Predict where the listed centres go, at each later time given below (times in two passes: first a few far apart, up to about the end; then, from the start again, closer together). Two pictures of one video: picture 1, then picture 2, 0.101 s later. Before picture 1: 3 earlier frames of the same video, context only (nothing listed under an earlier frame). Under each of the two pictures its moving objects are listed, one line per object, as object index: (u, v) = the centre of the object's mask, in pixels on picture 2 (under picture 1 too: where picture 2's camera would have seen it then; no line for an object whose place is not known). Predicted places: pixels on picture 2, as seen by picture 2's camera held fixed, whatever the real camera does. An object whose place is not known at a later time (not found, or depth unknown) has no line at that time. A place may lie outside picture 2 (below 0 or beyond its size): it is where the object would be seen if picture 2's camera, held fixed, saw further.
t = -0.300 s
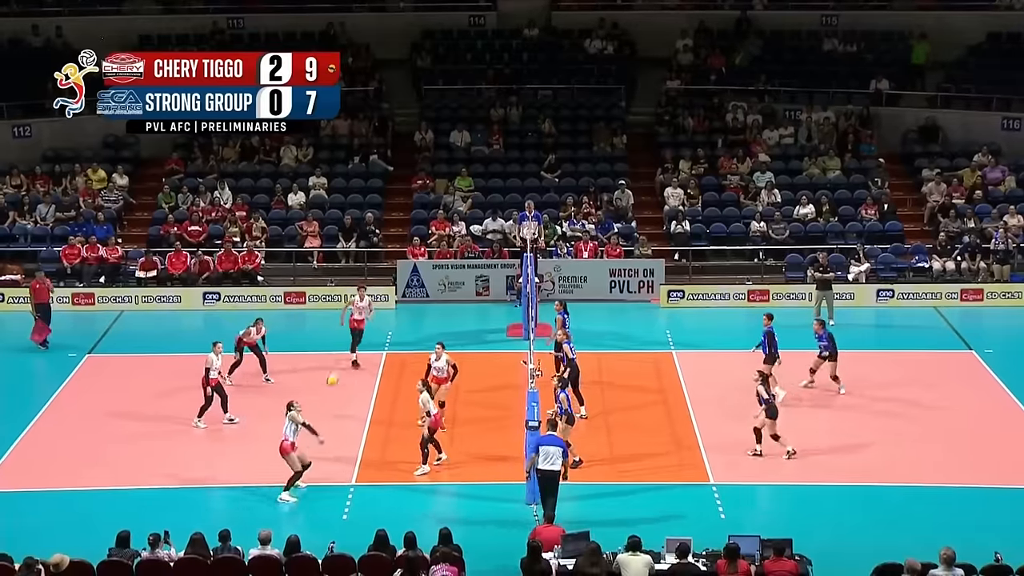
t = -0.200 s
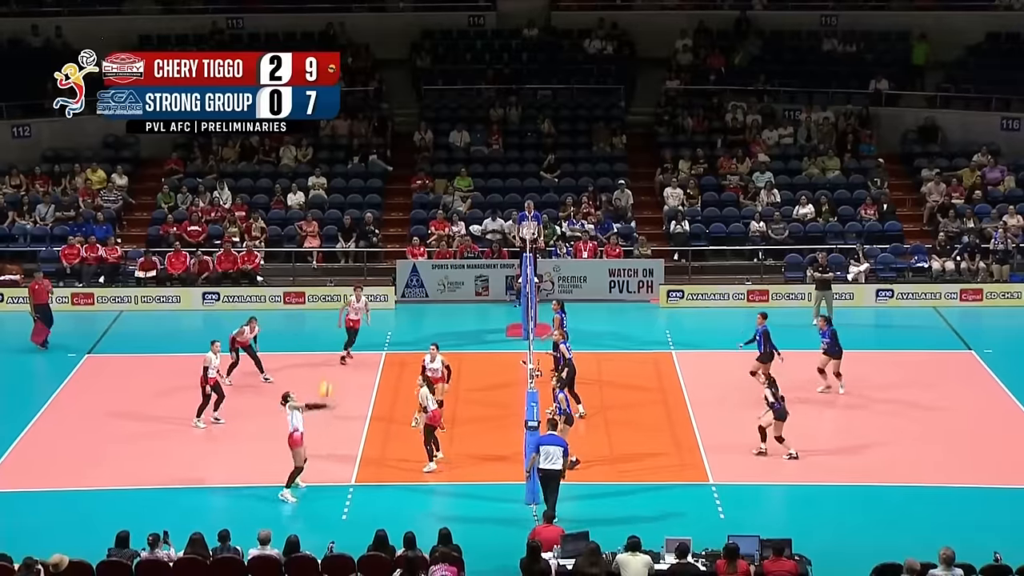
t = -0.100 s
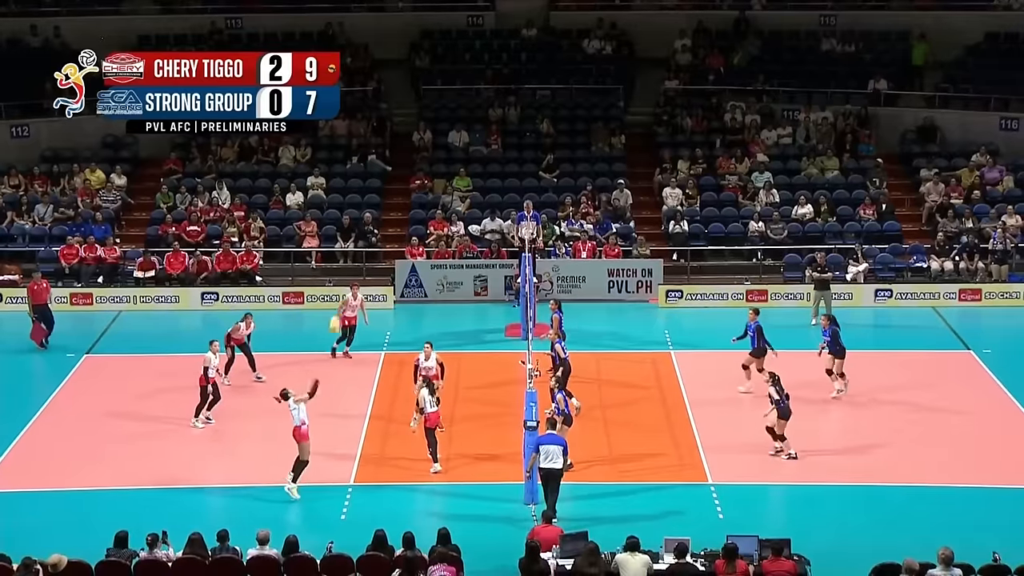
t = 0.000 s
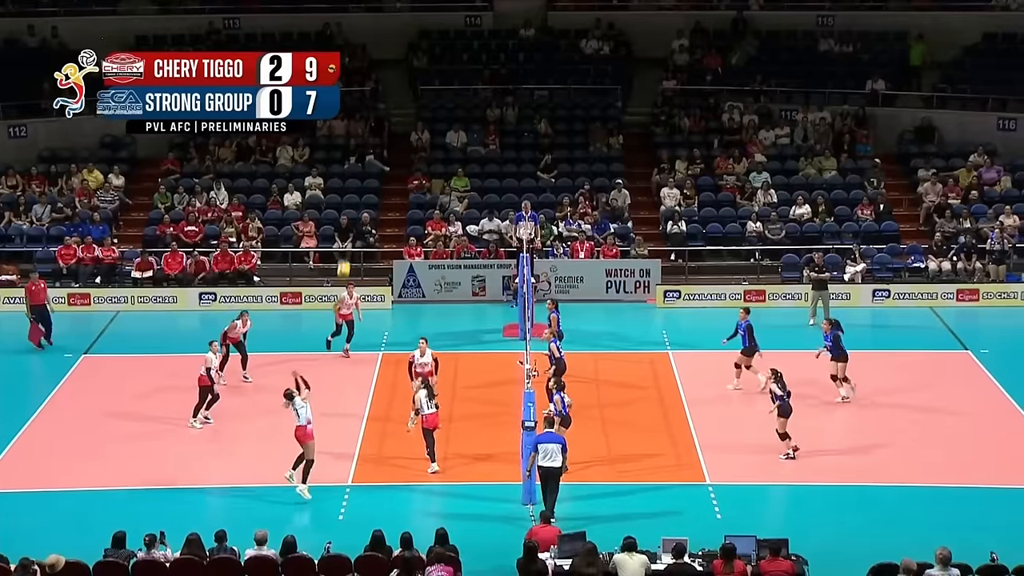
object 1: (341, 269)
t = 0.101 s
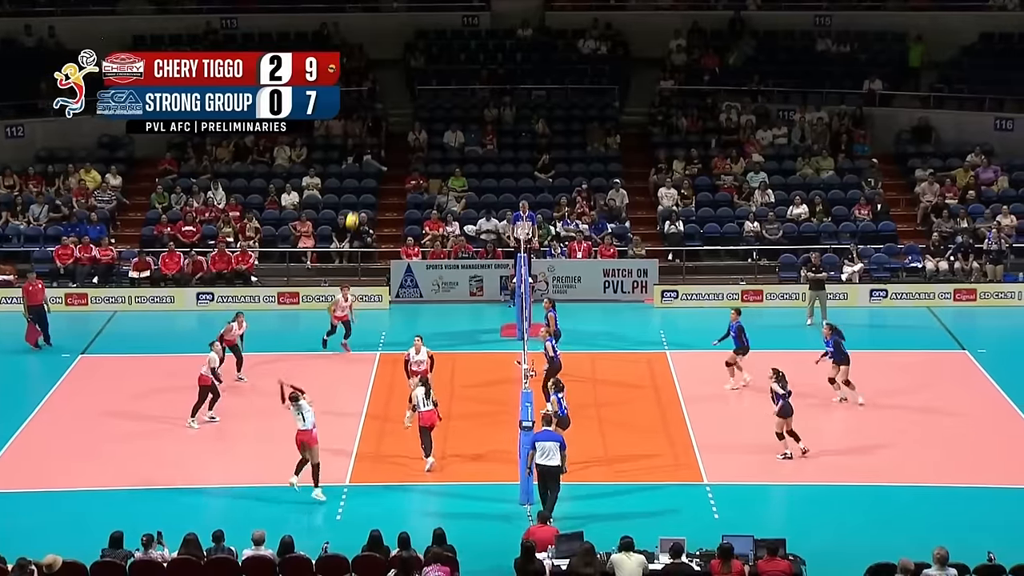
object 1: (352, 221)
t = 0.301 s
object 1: (370, 145)
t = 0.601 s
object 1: (396, 81)
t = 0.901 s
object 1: (421, 74)
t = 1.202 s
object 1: (444, 115)
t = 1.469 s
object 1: (462, 187)
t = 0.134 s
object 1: (355, 205)
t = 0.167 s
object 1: (358, 191)
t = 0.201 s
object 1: (361, 178)
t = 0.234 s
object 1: (365, 167)
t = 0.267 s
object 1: (368, 155)
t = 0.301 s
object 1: (370, 145)
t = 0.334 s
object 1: (373, 135)
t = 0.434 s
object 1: (382, 110)
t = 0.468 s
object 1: (385, 102)
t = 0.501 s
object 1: (388, 96)
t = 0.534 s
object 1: (391, 90)
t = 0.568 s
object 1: (394, 85)
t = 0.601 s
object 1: (396, 81)
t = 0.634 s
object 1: (399, 78)
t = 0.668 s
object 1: (402, 75)
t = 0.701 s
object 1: (405, 73)
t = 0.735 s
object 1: (408, 72)
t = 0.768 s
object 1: (411, 71)
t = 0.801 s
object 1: (413, 71)
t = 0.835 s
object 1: (416, 71)
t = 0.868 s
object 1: (419, 72)
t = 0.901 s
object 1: (421, 74)
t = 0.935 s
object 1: (424, 76)
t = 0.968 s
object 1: (426, 79)
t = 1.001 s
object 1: (429, 83)
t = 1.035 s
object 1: (432, 87)
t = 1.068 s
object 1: (434, 91)
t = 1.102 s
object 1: (437, 97)
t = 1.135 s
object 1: (439, 103)
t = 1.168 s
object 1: (441, 109)
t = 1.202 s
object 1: (444, 115)
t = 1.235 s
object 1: (447, 122)
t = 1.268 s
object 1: (448, 130)
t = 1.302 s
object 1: (450, 139)
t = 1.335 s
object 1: (453, 148)
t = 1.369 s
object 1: (456, 156)
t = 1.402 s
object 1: (457, 166)
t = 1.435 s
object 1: (460, 175)
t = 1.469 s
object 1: (462, 187)
